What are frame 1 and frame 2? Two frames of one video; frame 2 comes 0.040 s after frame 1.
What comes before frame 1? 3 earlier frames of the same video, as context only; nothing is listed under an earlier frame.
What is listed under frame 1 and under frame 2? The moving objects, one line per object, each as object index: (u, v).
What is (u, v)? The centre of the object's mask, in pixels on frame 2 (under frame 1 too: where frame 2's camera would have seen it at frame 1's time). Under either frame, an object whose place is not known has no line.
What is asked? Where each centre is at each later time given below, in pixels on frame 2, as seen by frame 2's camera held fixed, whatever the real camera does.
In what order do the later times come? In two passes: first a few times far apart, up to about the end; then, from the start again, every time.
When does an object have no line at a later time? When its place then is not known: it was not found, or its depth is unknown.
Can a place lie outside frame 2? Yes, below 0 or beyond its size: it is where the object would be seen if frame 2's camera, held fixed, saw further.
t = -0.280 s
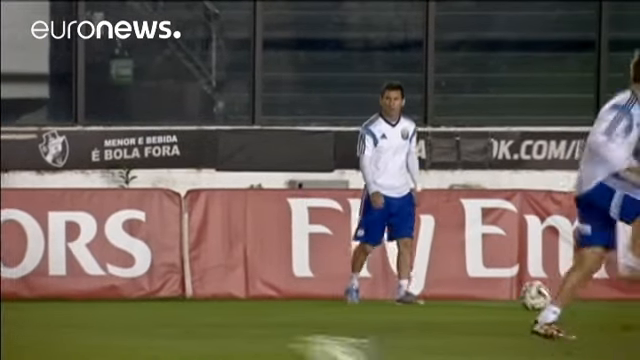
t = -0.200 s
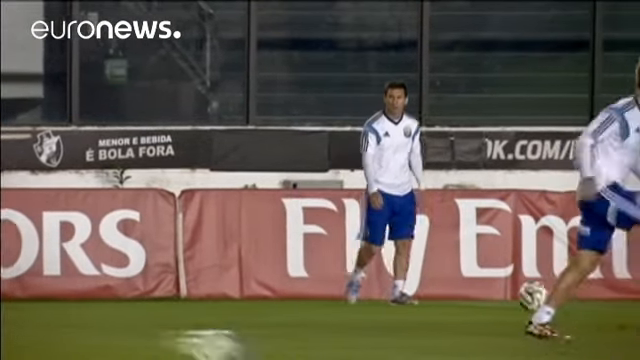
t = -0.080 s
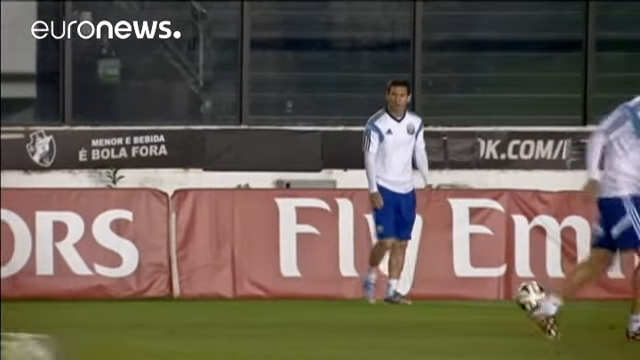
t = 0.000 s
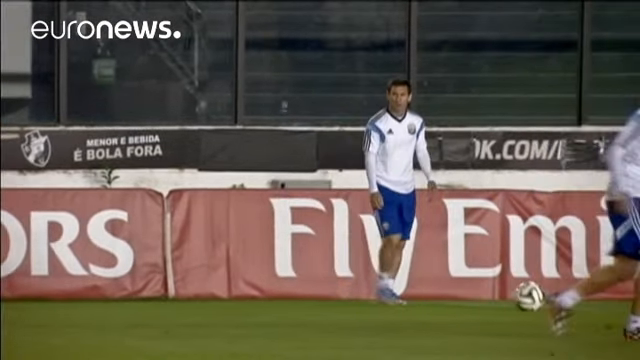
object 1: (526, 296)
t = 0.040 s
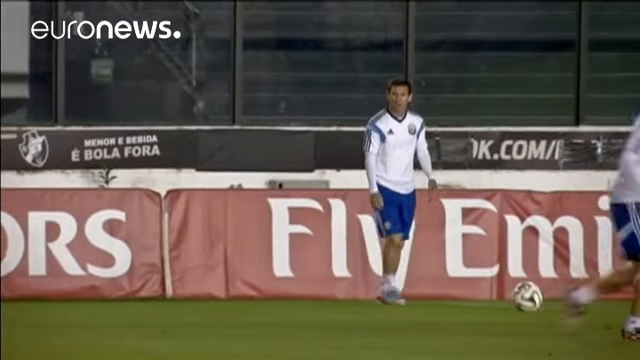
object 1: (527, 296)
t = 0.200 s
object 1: (530, 296)
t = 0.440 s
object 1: (532, 296)
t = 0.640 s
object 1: (533, 296)
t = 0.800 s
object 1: (533, 297)
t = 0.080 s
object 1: (528, 296)
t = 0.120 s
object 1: (529, 296)
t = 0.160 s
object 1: (530, 296)
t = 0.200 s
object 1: (530, 296)
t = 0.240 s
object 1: (531, 297)
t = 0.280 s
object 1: (531, 296)
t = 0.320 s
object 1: (531, 296)
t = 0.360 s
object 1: (532, 297)
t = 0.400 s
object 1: (533, 297)
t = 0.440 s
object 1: (532, 296)
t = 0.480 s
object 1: (533, 296)
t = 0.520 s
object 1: (533, 296)
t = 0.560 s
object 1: (533, 296)
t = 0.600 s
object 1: (533, 296)
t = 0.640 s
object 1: (533, 296)
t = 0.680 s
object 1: (534, 296)
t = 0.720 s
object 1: (533, 297)
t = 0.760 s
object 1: (534, 297)
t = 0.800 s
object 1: (533, 297)
